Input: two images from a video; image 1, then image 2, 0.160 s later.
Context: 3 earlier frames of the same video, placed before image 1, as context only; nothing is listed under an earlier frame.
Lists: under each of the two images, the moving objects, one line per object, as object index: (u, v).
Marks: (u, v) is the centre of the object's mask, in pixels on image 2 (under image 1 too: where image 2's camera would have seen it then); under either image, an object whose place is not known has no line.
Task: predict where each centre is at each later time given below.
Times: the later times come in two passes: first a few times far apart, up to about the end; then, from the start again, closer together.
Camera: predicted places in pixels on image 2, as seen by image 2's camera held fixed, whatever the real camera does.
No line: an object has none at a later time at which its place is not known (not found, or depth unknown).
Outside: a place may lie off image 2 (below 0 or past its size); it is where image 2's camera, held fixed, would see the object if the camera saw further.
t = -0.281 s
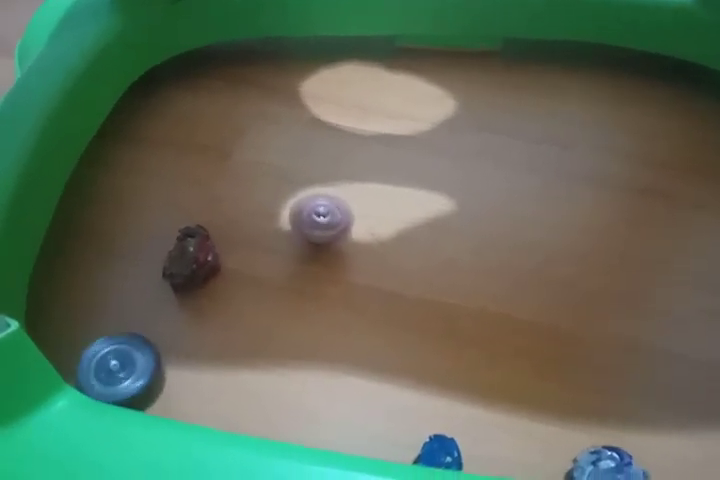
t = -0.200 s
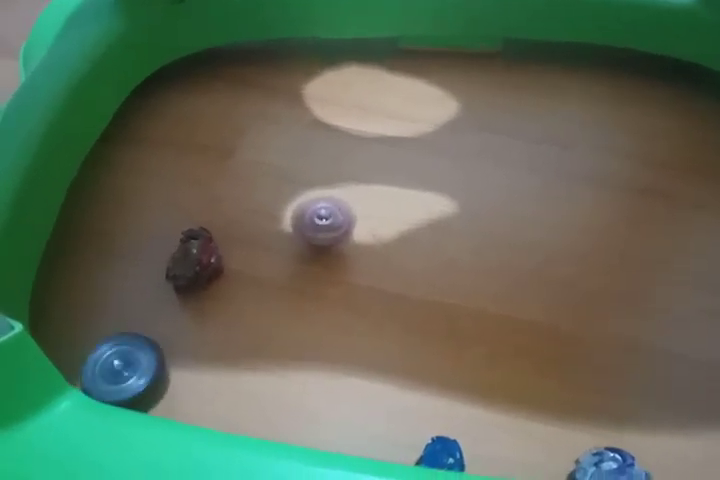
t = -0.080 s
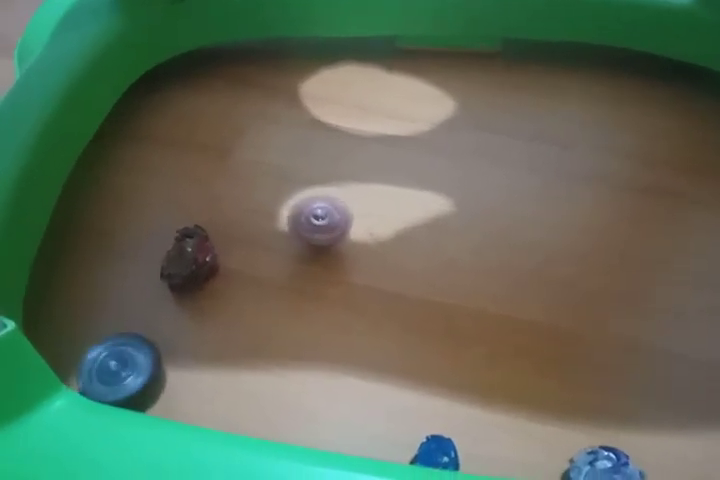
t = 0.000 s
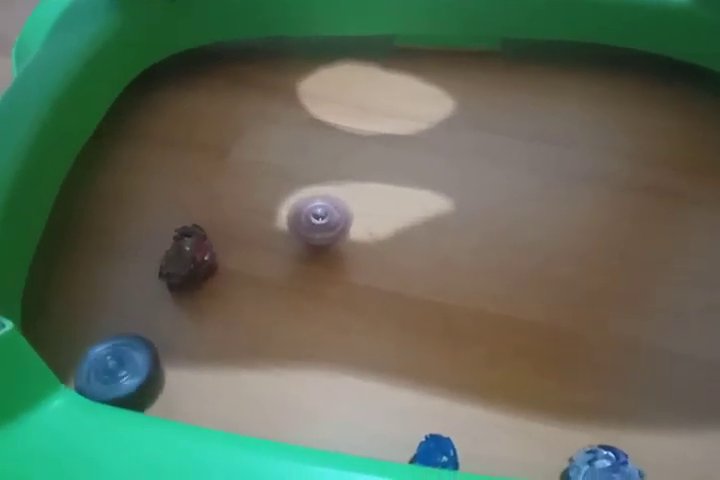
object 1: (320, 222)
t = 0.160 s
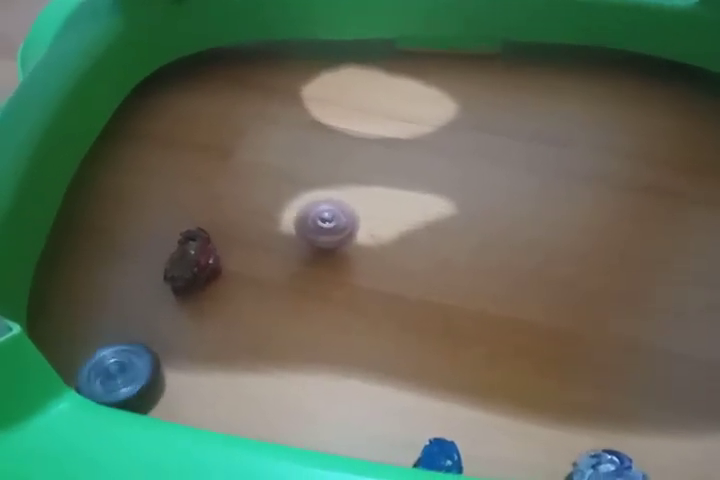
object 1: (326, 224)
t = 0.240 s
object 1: (327, 224)
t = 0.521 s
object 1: (327, 225)
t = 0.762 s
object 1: (329, 227)
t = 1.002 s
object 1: (329, 227)
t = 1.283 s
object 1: (330, 227)
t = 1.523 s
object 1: (333, 228)
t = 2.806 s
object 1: (342, 231)
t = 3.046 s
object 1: (342, 231)
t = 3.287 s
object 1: (340, 231)
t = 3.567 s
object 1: (345, 231)
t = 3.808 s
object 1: (344, 231)
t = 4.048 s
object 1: (346, 231)
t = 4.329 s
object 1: (345, 231)
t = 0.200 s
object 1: (325, 224)
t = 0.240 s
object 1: (327, 224)
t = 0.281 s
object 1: (327, 225)
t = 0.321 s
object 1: (328, 225)
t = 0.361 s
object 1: (330, 225)
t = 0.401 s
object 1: (329, 225)
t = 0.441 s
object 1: (329, 225)
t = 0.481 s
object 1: (327, 225)
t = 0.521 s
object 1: (327, 225)
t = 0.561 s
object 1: (328, 226)
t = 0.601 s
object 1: (328, 226)
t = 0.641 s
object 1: (328, 226)
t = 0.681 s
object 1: (329, 227)
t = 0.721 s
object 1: (329, 227)
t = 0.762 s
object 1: (329, 227)
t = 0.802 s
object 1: (331, 227)
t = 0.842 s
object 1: (331, 227)
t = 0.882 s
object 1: (329, 227)
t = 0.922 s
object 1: (328, 226)
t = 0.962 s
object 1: (329, 227)
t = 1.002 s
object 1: (329, 227)
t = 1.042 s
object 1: (329, 226)
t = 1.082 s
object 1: (333, 226)
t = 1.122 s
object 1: (329, 227)
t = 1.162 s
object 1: (328, 226)
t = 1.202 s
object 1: (330, 226)
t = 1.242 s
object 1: (332, 226)
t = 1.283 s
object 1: (330, 227)
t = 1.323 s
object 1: (330, 226)
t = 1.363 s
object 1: (331, 227)
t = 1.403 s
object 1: (332, 227)
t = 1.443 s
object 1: (332, 227)
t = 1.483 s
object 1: (333, 227)
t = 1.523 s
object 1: (333, 228)
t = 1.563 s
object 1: (335, 227)
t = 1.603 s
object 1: (335, 229)
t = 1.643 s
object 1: (333, 229)
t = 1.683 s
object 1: (333, 229)
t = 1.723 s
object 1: (335, 229)
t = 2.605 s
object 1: (338, 231)
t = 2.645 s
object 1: (341, 230)
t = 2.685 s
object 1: (341, 232)
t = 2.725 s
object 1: (341, 232)
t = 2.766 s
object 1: (341, 231)
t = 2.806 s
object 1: (342, 231)
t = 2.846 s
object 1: (342, 231)
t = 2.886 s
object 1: (341, 231)
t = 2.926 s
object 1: (340, 231)
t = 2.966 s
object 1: (341, 230)
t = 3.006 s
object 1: (342, 231)
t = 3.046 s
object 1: (342, 231)
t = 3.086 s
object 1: (342, 231)
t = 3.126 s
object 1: (342, 231)
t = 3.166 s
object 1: (342, 231)
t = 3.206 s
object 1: (342, 231)
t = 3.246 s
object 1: (341, 230)
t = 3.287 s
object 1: (340, 231)
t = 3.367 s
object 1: (342, 231)
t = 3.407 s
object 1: (344, 231)
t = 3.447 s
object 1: (344, 231)
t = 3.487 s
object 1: (344, 231)
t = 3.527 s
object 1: (344, 231)
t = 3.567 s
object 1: (345, 231)
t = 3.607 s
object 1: (346, 232)
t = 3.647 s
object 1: (345, 231)
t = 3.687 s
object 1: (345, 231)
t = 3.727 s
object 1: (345, 232)
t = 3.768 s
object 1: (345, 232)
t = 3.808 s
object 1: (344, 231)
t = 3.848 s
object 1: (344, 231)
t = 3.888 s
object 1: (345, 230)
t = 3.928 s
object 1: (346, 231)
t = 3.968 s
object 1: (345, 232)
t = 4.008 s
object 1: (345, 231)
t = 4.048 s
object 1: (346, 231)
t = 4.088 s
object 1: (346, 231)
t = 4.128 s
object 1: (346, 231)
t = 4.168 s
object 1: (346, 231)
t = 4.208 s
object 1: (346, 231)
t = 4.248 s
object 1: (344, 232)
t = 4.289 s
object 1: (343, 231)
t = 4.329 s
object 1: (345, 231)
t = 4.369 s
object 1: (346, 231)
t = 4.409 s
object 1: (345, 232)
